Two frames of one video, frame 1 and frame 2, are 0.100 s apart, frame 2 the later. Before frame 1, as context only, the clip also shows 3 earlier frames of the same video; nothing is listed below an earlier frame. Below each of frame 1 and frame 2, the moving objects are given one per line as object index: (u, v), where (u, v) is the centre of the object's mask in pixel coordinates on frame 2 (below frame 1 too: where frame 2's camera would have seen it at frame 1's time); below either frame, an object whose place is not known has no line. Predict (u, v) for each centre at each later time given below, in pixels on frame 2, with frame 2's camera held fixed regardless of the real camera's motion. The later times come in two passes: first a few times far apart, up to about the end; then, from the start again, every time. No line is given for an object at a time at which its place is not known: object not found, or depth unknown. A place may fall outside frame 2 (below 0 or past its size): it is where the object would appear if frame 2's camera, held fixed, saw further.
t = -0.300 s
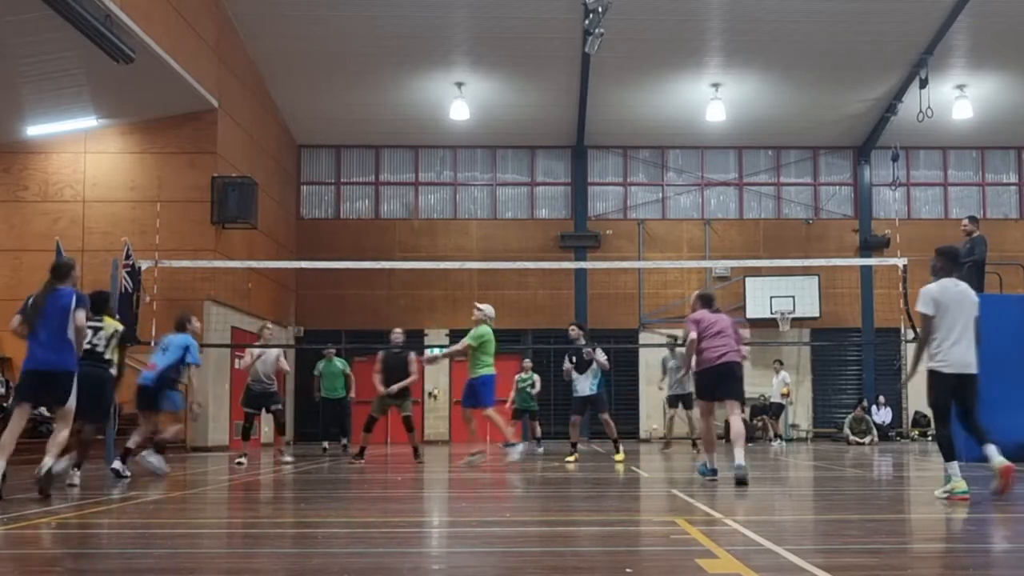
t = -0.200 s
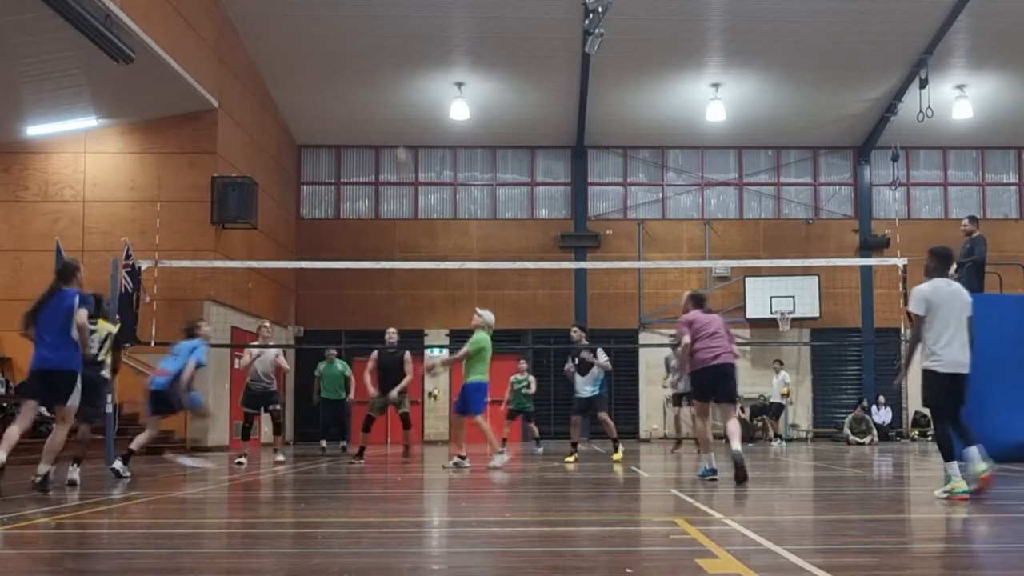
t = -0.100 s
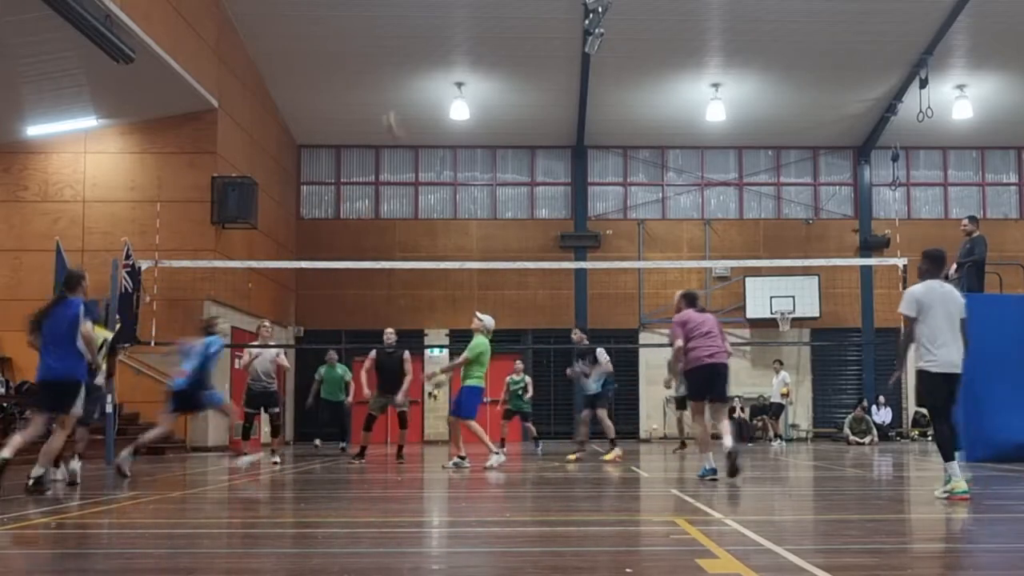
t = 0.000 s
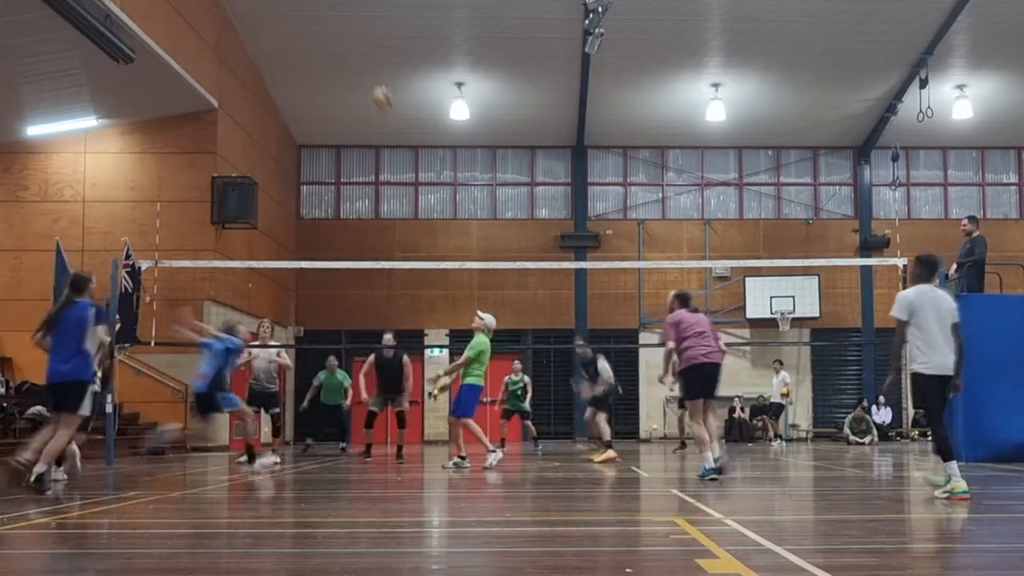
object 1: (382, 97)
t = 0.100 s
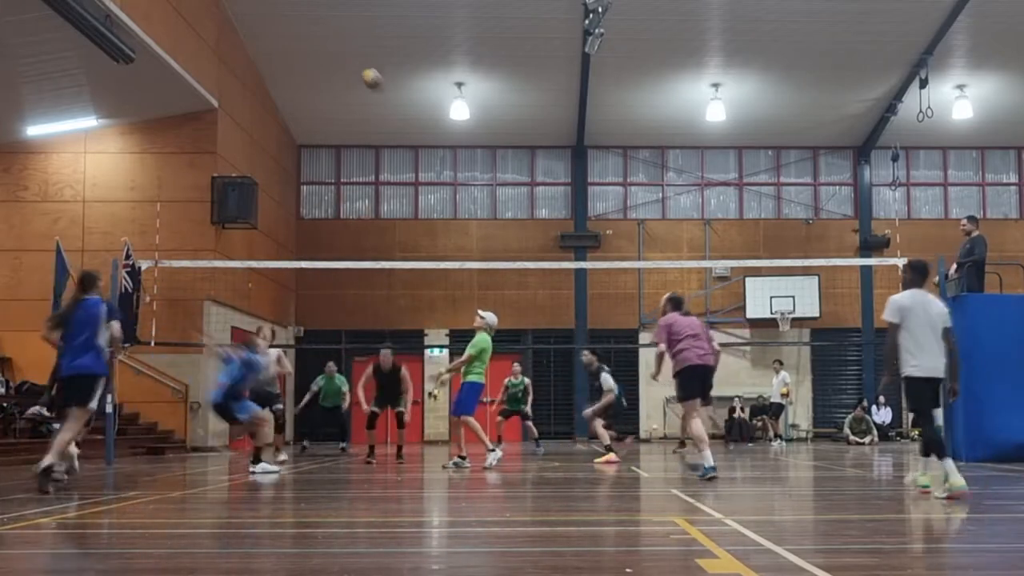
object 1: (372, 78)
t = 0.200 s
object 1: (362, 68)
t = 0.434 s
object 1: (340, 76)
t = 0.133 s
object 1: (368, 74)
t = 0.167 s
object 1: (366, 71)
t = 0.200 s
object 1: (362, 68)
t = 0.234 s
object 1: (360, 68)
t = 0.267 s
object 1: (355, 67)
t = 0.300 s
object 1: (352, 66)
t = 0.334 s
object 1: (349, 67)
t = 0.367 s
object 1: (346, 69)
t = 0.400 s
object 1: (343, 70)
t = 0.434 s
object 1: (340, 76)
